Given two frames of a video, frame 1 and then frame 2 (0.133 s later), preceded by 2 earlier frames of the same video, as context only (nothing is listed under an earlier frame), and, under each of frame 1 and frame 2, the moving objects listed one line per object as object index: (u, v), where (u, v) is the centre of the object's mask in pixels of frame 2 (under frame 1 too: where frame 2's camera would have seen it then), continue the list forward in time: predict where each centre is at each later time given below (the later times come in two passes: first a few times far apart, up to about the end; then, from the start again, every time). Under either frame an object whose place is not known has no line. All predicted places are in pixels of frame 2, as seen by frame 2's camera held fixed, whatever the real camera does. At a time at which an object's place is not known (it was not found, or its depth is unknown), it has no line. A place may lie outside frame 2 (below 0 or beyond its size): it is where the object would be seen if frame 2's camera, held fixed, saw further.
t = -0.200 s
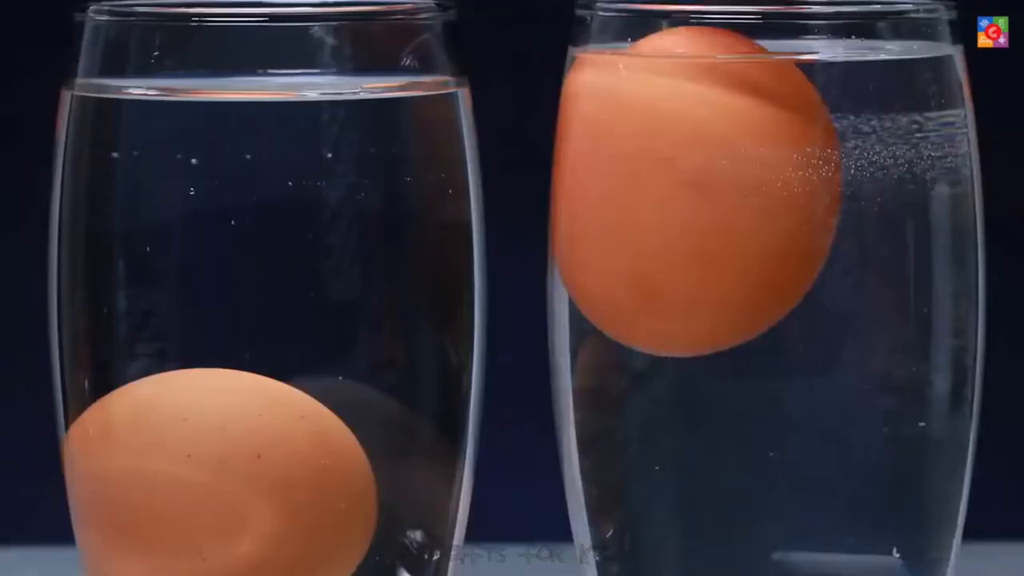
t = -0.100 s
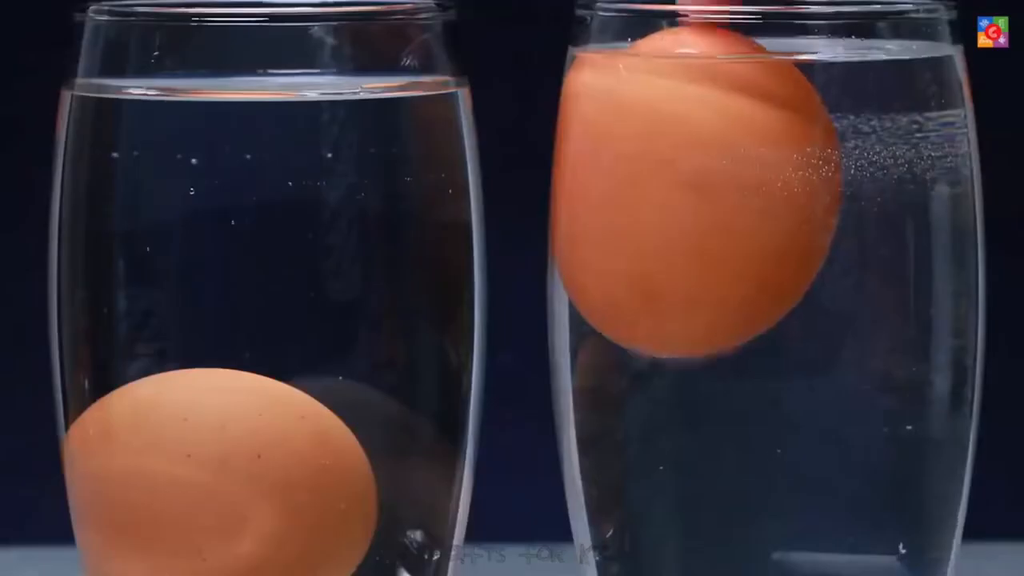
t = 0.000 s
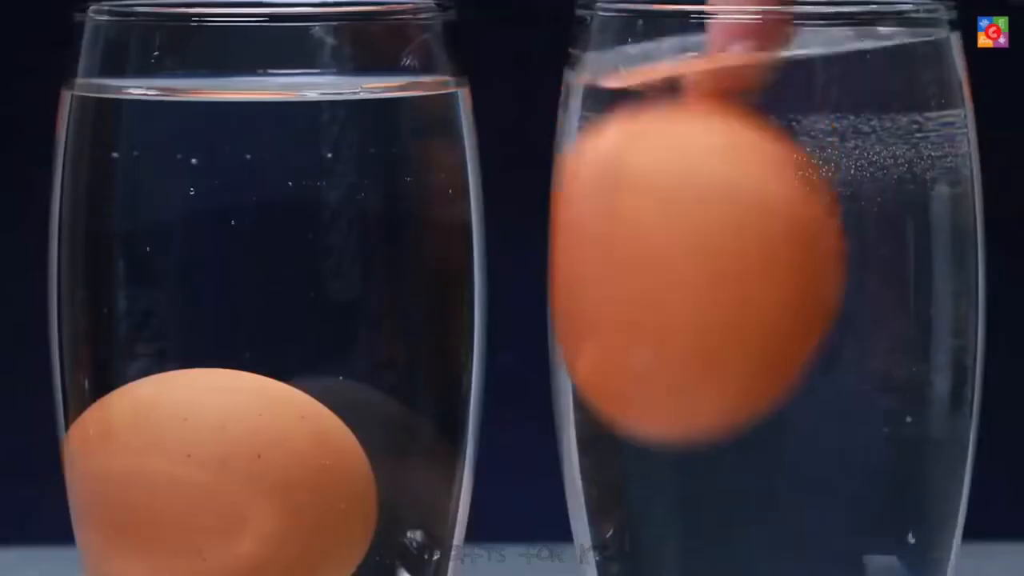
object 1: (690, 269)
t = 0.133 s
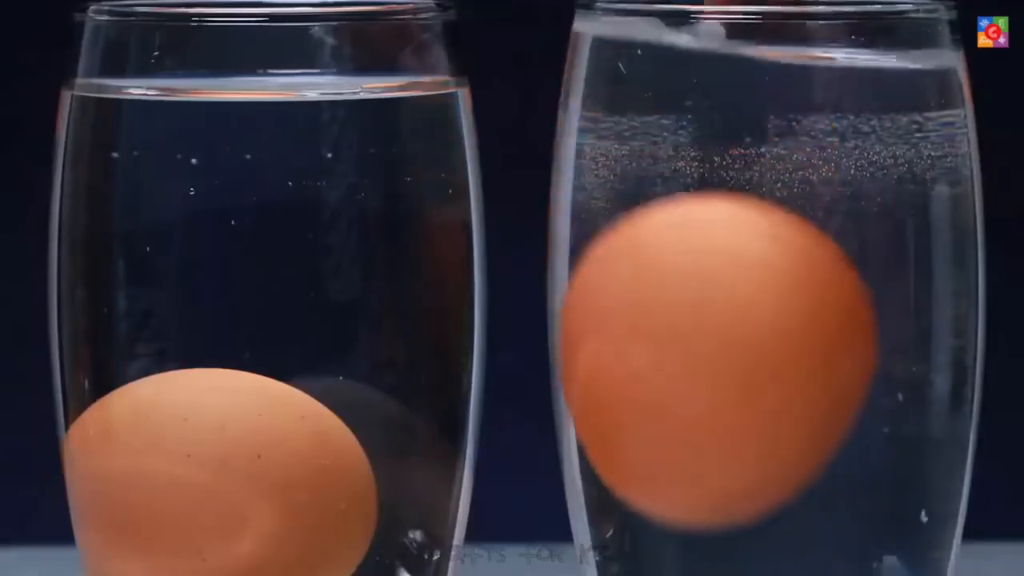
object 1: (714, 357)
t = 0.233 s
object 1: (741, 400)
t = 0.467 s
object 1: (784, 426)
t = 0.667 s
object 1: (794, 415)
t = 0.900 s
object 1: (779, 382)
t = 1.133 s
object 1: (754, 348)
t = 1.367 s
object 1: (732, 307)
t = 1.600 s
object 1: (717, 251)
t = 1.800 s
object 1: (714, 196)
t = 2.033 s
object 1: (710, 177)
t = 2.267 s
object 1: (703, 210)
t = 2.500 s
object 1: (700, 222)
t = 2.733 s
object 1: (701, 208)
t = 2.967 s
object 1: (703, 186)
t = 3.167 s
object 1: (704, 195)
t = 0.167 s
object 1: (723, 374)
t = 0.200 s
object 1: (732, 388)
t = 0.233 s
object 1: (741, 400)
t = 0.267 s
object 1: (749, 410)
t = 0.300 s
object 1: (757, 416)
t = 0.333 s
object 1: (763, 420)
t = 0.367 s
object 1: (769, 423)
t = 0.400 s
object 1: (774, 425)
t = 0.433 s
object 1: (779, 426)
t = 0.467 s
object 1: (784, 426)
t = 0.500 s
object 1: (788, 425)
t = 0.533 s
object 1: (790, 424)
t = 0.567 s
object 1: (792, 423)
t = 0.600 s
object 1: (794, 421)
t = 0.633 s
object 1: (794, 418)
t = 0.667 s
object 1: (794, 415)
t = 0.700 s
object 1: (794, 411)
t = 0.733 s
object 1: (793, 407)
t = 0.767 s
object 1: (792, 402)
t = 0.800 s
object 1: (789, 398)
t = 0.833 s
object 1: (786, 392)
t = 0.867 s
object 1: (782, 387)
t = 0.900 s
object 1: (779, 382)
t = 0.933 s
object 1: (776, 378)
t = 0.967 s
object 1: (772, 373)
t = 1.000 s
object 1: (768, 368)
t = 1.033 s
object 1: (764, 363)
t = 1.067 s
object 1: (761, 358)
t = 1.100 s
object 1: (757, 353)
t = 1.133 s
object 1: (754, 348)
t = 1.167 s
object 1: (750, 343)
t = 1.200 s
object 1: (747, 338)
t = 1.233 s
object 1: (744, 332)
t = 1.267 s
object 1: (741, 327)
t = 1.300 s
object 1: (738, 321)
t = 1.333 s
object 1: (735, 314)
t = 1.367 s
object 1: (732, 307)
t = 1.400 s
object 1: (729, 300)
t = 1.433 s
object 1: (727, 293)
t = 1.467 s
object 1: (725, 285)
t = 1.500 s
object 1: (723, 277)
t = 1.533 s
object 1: (721, 269)
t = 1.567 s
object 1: (719, 260)
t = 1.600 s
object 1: (717, 251)
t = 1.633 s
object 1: (716, 242)
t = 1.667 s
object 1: (715, 232)
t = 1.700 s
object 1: (715, 223)
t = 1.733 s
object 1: (714, 214)
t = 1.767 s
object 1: (714, 205)
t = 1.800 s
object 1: (714, 196)
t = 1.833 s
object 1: (713, 188)
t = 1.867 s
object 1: (713, 180)
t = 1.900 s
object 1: (713, 175)
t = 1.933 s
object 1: (713, 173)
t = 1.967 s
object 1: (712, 173)
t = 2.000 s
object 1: (712, 174)
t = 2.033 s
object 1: (710, 177)
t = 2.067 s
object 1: (709, 182)
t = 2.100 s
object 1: (707, 188)
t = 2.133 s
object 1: (706, 194)
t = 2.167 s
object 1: (705, 200)
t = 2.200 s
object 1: (704, 204)
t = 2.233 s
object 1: (703, 207)
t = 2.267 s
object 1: (703, 210)
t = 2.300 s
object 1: (702, 214)
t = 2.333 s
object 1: (702, 216)
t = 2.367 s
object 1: (702, 218)
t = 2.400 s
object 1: (701, 220)
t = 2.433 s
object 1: (701, 222)
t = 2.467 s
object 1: (700, 222)
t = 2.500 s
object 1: (700, 222)
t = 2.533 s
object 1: (700, 221)
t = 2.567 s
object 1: (700, 219)
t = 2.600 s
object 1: (700, 218)
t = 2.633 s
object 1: (701, 216)
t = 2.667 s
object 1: (701, 214)
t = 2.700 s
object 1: (701, 211)
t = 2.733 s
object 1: (701, 208)
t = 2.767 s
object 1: (702, 204)
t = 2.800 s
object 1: (702, 200)
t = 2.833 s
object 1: (702, 195)
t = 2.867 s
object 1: (703, 192)
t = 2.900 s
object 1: (703, 189)
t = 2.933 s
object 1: (703, 187)
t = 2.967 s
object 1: (703, 186)
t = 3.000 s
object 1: (704, 186)
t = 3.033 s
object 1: (704, 186)
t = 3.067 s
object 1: (704, 187)
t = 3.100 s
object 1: (704, 189)
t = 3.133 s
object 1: (704, 192)
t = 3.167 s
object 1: (704, 195)
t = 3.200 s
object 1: (704, 198)
